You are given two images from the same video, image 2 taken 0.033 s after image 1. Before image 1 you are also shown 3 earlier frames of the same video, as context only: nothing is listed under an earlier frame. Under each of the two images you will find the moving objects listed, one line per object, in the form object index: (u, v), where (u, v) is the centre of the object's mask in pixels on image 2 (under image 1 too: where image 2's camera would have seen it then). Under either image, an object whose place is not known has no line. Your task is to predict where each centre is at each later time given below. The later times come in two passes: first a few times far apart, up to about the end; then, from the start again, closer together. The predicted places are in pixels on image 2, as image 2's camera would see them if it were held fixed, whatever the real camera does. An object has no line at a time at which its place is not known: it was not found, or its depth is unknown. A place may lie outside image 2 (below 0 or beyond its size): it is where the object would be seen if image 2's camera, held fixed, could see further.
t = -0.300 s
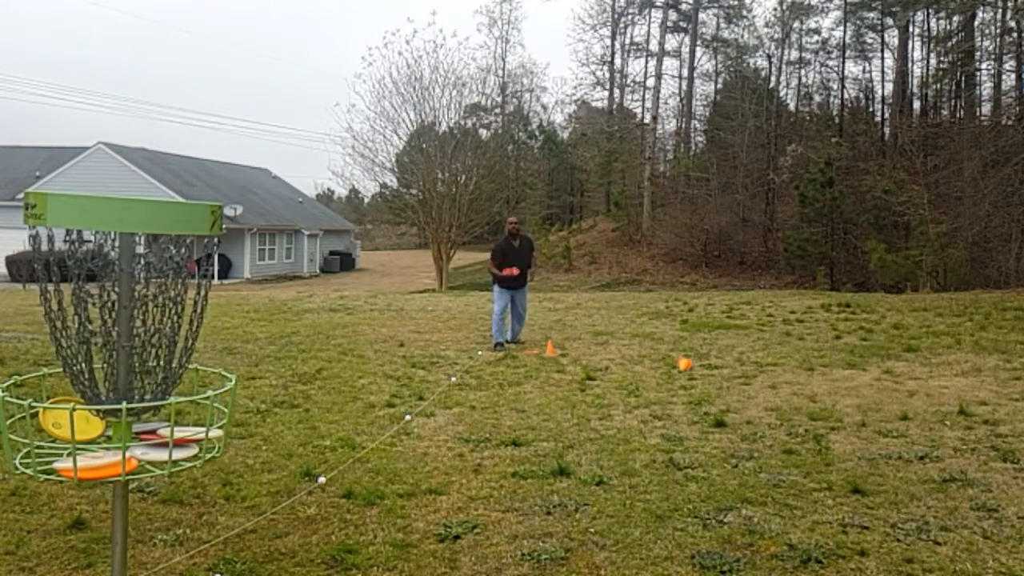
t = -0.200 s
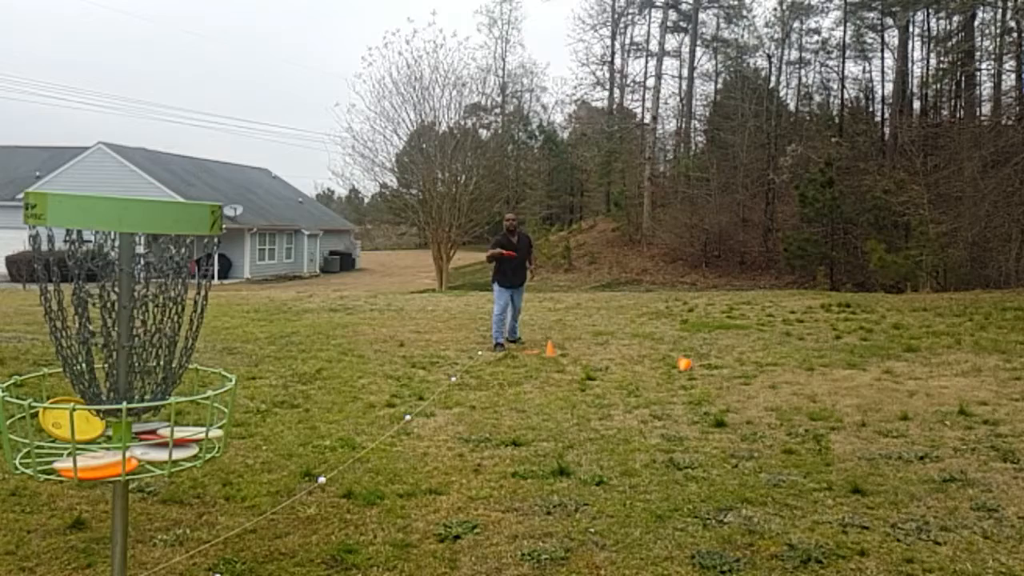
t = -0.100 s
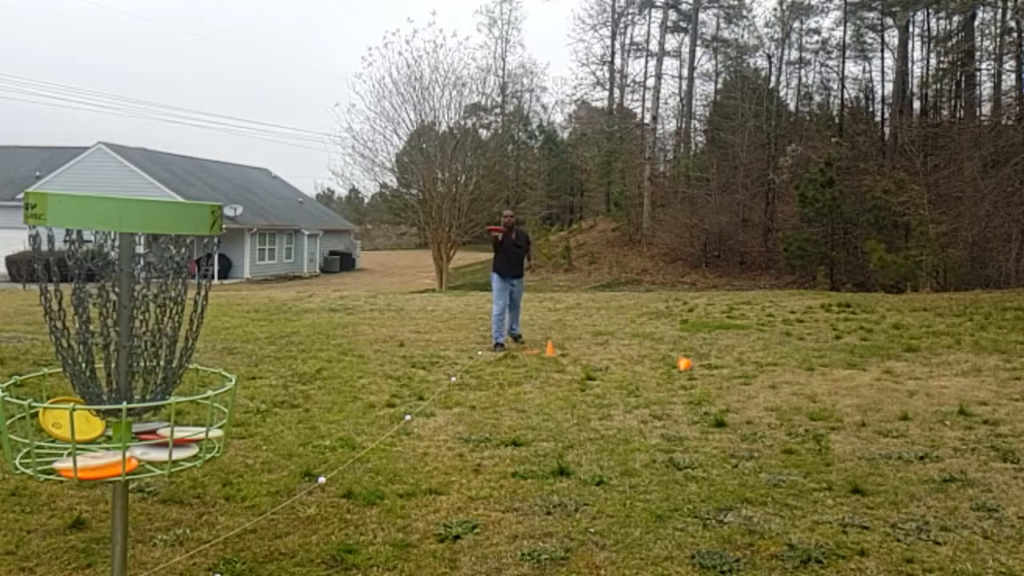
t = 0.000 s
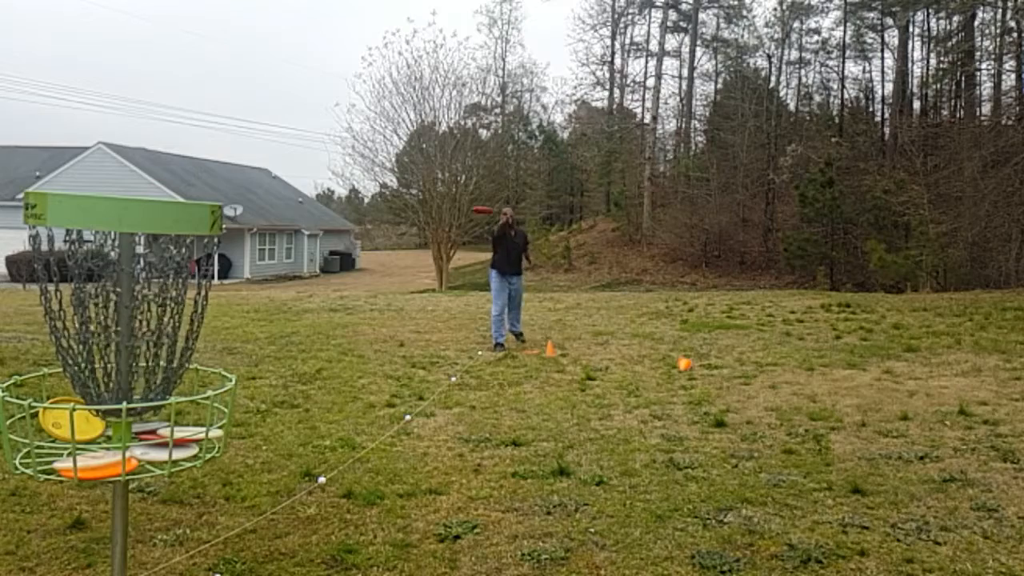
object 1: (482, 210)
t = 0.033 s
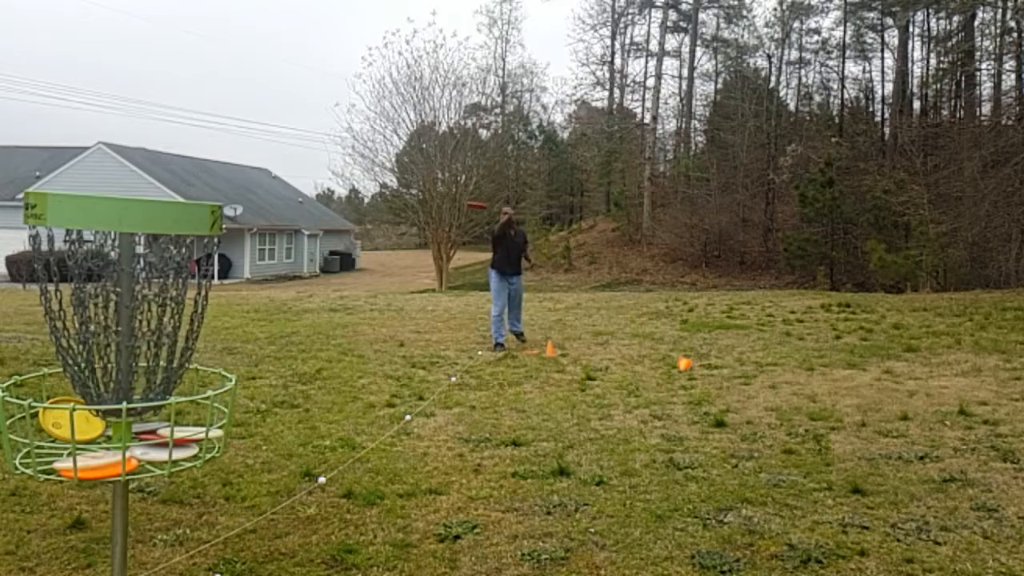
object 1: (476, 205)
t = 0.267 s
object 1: (423, 194)
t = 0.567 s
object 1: (282, 262)
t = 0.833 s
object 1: (188, 533)
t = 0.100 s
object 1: (463, 197)
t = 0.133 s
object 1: (457, 195)
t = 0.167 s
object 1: (449, 194)
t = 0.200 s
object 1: (441, 193)
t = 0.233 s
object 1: (433, 193)
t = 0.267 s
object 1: (423, 194)
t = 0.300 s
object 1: (412, 195)
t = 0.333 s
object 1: (401, 199)
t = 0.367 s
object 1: (390, 203)
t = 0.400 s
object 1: (376, 209)
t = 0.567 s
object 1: (282, 262)
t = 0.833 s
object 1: (188, 533)
